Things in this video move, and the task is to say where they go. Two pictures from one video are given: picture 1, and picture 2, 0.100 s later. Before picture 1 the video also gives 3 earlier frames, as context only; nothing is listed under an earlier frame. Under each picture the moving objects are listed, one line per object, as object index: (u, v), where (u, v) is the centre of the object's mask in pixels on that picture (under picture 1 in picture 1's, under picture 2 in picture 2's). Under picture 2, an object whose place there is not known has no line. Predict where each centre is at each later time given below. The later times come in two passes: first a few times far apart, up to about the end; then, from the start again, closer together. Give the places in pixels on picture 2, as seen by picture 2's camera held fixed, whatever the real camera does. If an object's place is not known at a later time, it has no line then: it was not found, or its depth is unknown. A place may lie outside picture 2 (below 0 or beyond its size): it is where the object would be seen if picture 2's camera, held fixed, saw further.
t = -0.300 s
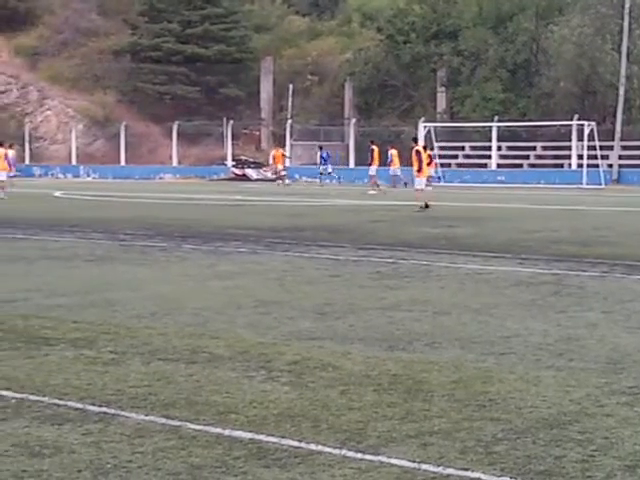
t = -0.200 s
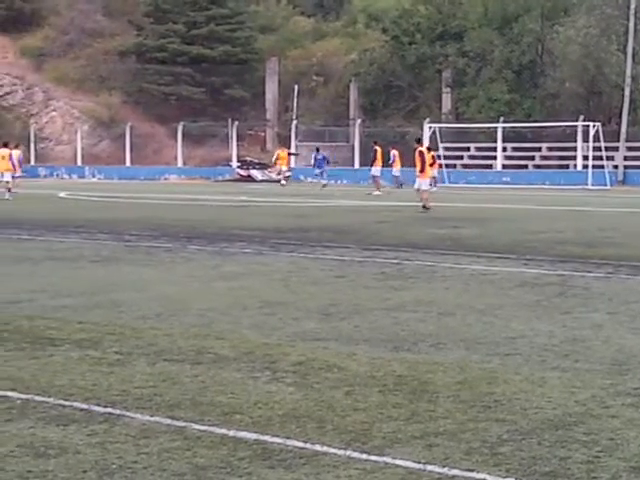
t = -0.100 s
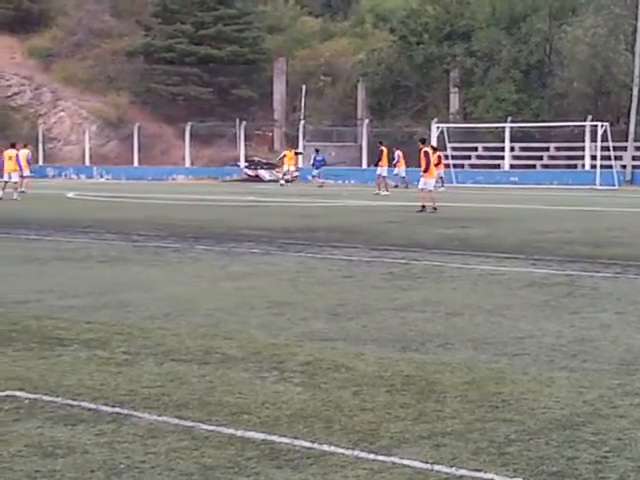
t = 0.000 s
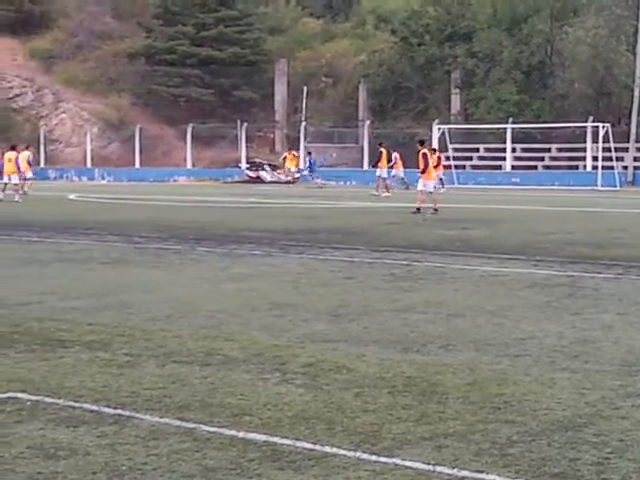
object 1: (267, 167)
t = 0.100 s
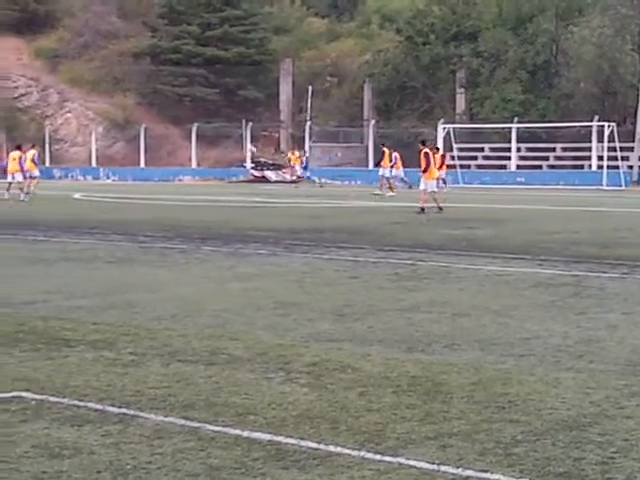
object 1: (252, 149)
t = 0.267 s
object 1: (214, 119)
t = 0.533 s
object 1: (145, 81)
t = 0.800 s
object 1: (65, 58)
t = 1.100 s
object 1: (-38, 55)
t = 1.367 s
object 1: (-140, 76)
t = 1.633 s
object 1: (-253, 124)
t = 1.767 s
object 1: (-317, 160)
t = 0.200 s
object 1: (230, 130)
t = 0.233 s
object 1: (222, 124)
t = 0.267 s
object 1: (214, 119)
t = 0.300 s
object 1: (206, 113)
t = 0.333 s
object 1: (198, 108)
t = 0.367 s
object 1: (190, 103)
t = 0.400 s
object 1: (181, 98)
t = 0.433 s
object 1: (172, 93)
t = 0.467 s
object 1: (163, 89)
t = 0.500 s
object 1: (154, 85)
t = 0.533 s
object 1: (145, 81)
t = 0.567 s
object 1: (135, 77)
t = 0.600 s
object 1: (126, 74)
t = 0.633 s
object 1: (116, 70)
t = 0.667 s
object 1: (106, 67)
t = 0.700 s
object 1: (96, 65)
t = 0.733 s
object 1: (86, 62)
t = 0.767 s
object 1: (76, 59)
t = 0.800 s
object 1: (65, 58)
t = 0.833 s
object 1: (54, 56)
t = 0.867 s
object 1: (43, 55)
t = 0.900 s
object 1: (32, 54)
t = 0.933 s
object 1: (21, 54)
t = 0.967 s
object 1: (9, 53)
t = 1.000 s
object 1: (-2, 53)
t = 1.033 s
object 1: (-14, 53)
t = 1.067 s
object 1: (-27, 54)
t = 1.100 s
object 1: (-38, 55)
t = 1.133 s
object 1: (-50, 55)
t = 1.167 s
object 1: (-63, 58)
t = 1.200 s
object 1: (-76, 59)
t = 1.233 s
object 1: (-88, 62)
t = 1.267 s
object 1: (-101, 64)
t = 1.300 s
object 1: (-115, 68)
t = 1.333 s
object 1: (-128, 72)
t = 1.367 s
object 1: (-140, 76)
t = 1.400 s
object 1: (-154, 80)
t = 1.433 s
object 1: (-167, 84)
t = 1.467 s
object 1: (-182, 91)
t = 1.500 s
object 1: (-196, 97)
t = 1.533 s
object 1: (-210, 102)
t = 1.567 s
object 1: (-224, 109)
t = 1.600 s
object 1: (-238, 117)
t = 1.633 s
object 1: (-253, 124)
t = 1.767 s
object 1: (-317, 160)
